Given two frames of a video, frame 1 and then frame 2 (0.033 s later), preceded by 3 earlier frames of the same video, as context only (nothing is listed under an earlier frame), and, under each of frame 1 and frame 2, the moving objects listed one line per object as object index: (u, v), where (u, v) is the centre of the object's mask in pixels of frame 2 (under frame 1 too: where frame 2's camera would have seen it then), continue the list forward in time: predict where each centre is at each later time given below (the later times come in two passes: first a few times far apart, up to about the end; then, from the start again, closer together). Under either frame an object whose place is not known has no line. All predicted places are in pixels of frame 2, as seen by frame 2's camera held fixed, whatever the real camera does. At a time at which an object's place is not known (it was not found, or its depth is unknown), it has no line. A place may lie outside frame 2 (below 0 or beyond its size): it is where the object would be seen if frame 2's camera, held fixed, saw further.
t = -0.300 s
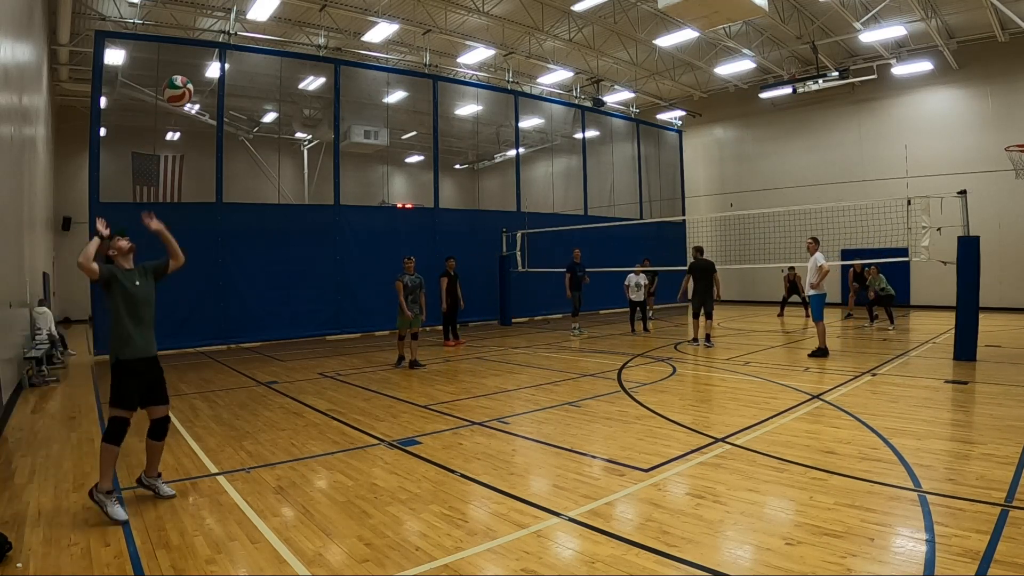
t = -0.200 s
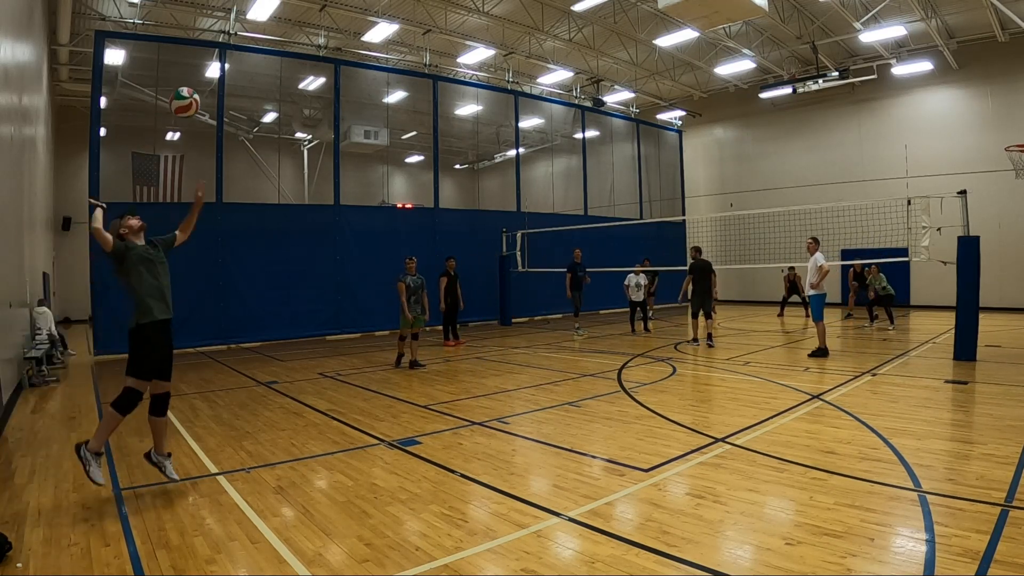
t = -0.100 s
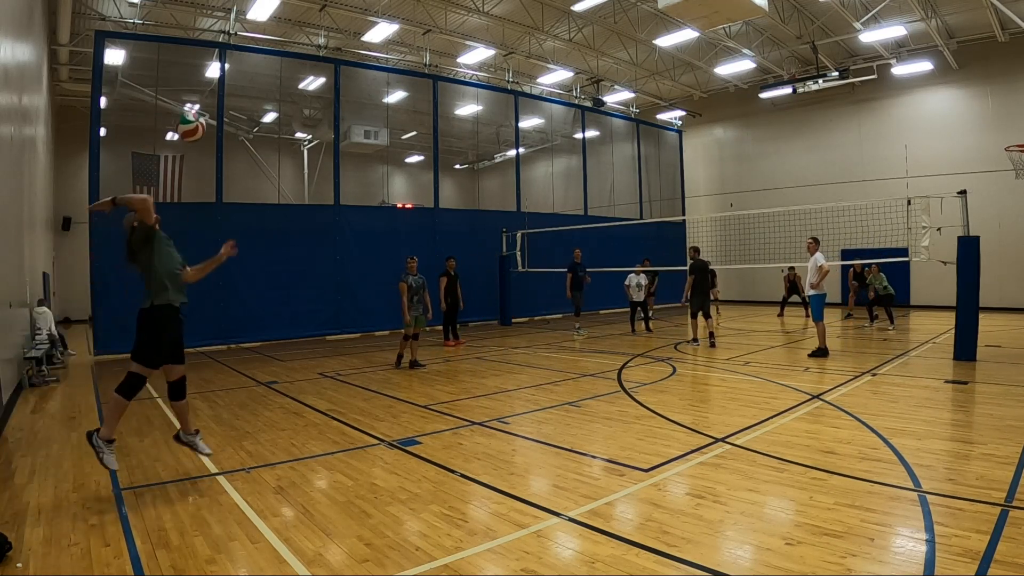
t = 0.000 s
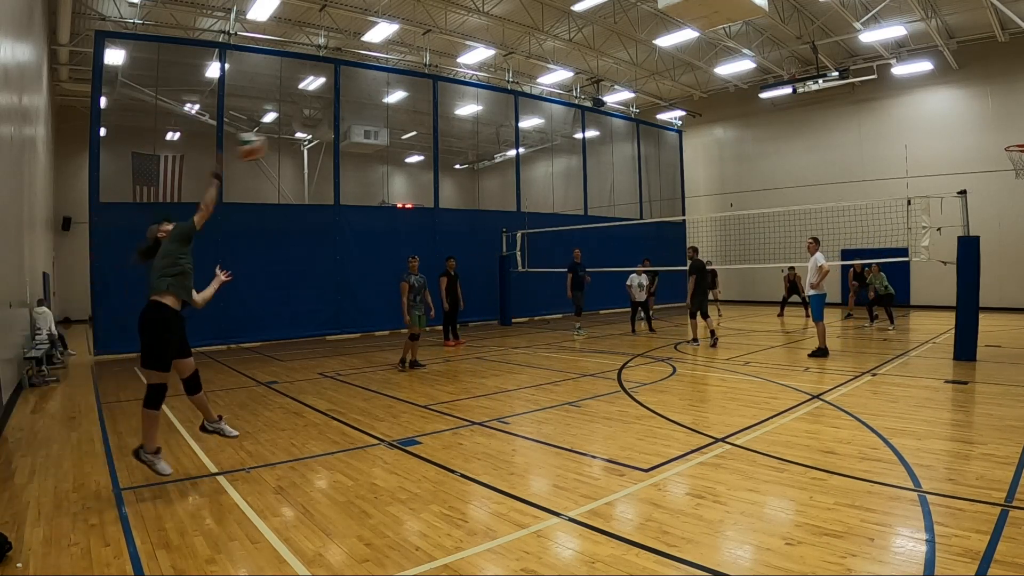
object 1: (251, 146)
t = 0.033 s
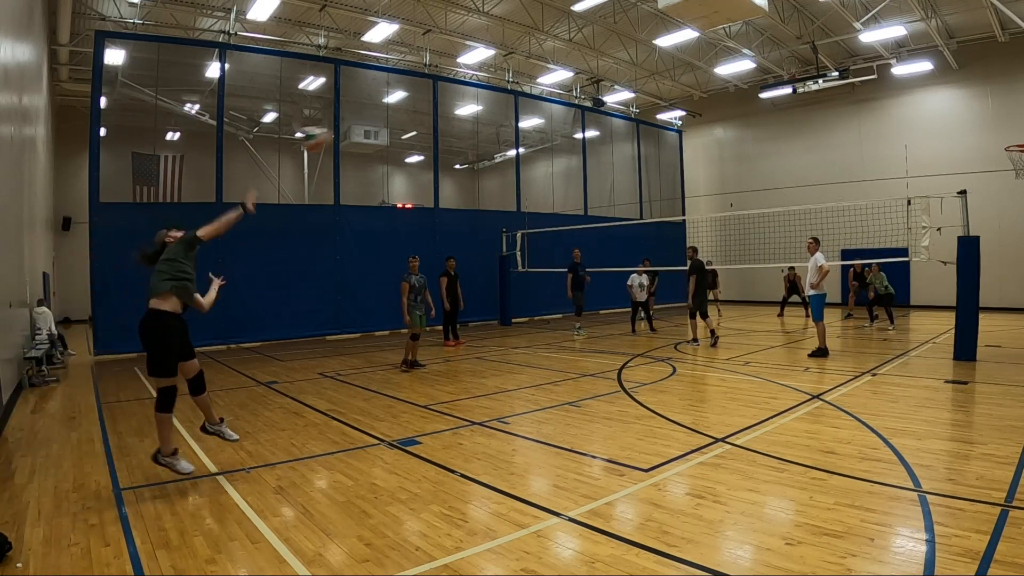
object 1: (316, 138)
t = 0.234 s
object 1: (560, 134)
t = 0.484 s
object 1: (706, 164)
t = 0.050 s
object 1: (341, 137)
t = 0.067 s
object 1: (369, 134)
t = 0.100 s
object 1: (418, 132)
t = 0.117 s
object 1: (440, 131)
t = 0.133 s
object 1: (461, 129)
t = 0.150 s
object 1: (480, 129)
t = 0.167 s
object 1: (498, 130)
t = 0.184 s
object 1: (513, 132)
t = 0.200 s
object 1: (530, 134)
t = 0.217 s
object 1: (546, 133)
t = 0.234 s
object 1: (560, 134)
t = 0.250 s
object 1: (573, 135)
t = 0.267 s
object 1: (587, 136)
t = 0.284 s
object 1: (600, 138)
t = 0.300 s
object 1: (610, 139)
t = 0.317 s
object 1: (622, 141)
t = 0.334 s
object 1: (632, 143)
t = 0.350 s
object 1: (641, 145)
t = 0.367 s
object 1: (651, 147)
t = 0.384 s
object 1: (660, 149)
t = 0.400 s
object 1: (668, 151)
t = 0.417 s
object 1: (677, 154)
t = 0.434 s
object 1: (685, 156)
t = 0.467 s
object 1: (700, 161)
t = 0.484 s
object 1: (706, 164)
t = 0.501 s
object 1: (713, 167)
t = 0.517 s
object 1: (719, 169)
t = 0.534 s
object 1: (725, 172)
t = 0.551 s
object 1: (731, 175)
